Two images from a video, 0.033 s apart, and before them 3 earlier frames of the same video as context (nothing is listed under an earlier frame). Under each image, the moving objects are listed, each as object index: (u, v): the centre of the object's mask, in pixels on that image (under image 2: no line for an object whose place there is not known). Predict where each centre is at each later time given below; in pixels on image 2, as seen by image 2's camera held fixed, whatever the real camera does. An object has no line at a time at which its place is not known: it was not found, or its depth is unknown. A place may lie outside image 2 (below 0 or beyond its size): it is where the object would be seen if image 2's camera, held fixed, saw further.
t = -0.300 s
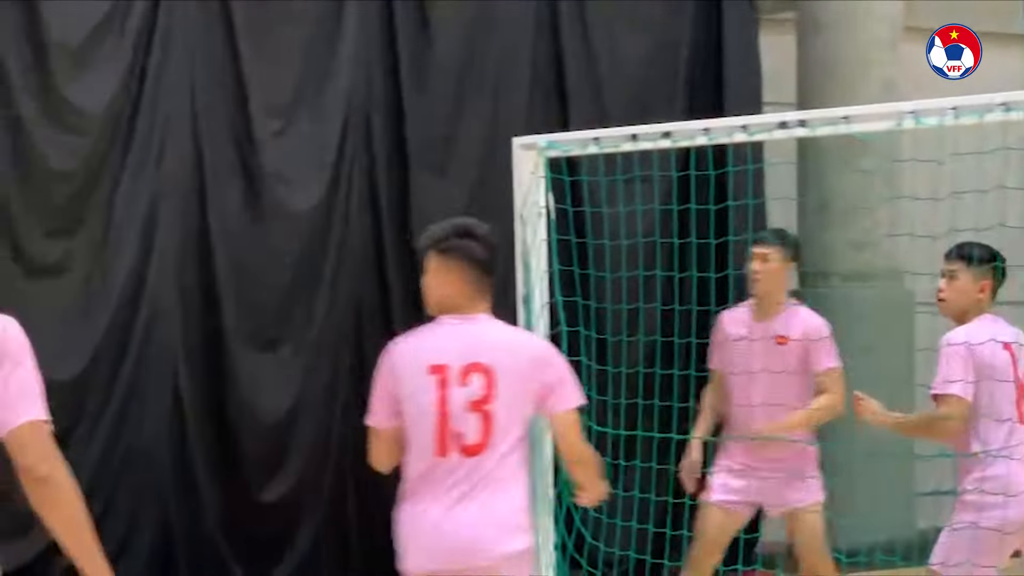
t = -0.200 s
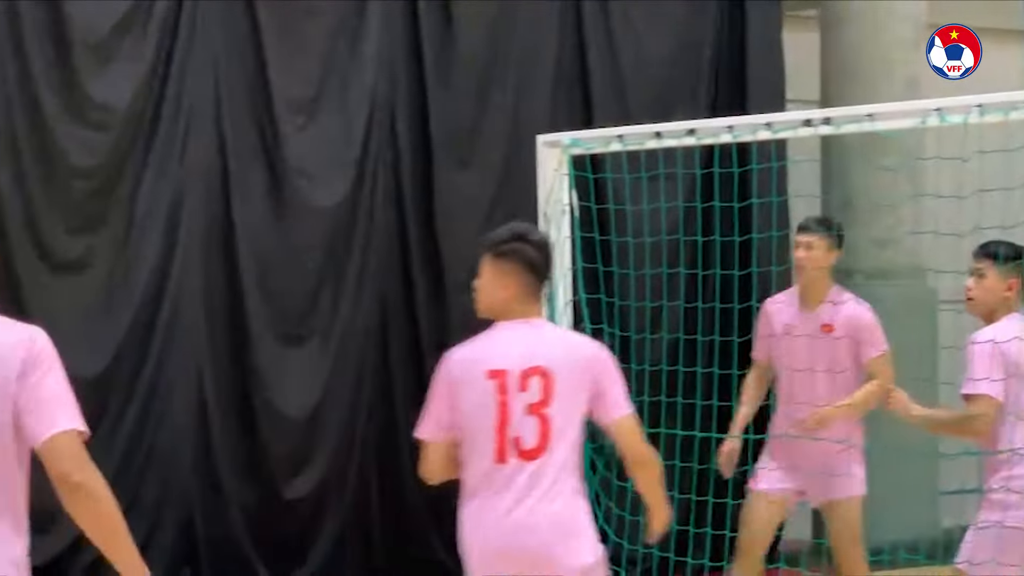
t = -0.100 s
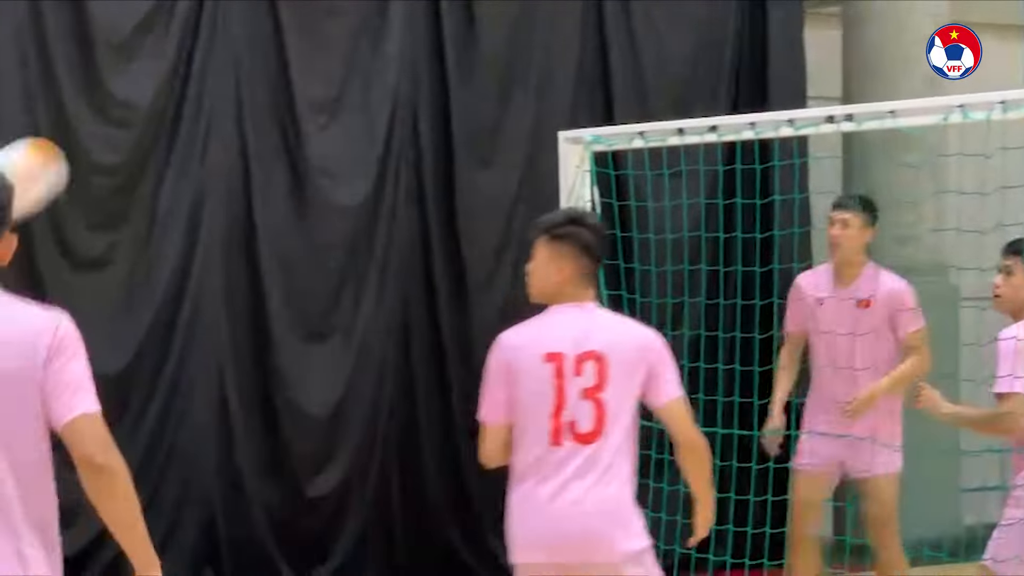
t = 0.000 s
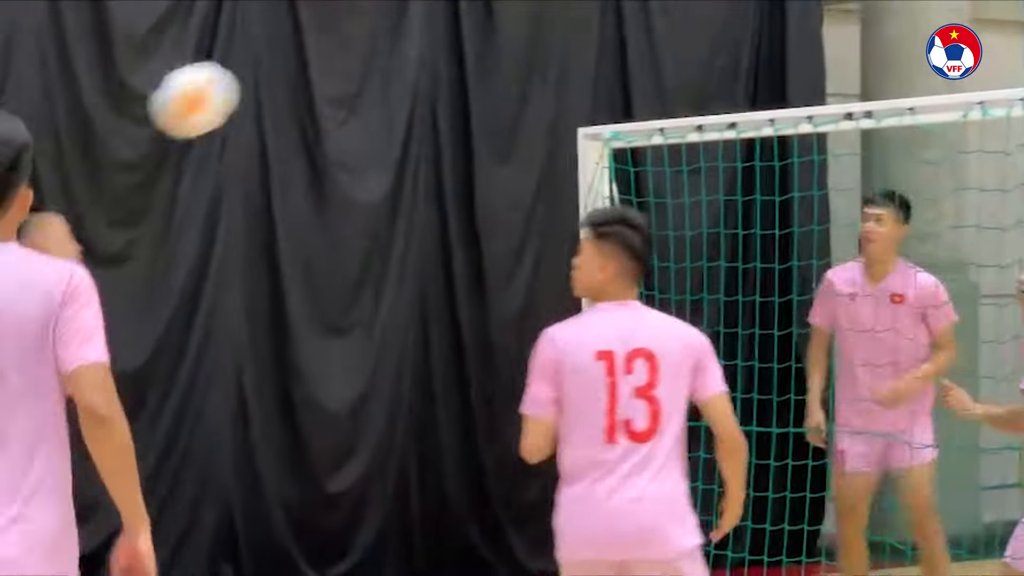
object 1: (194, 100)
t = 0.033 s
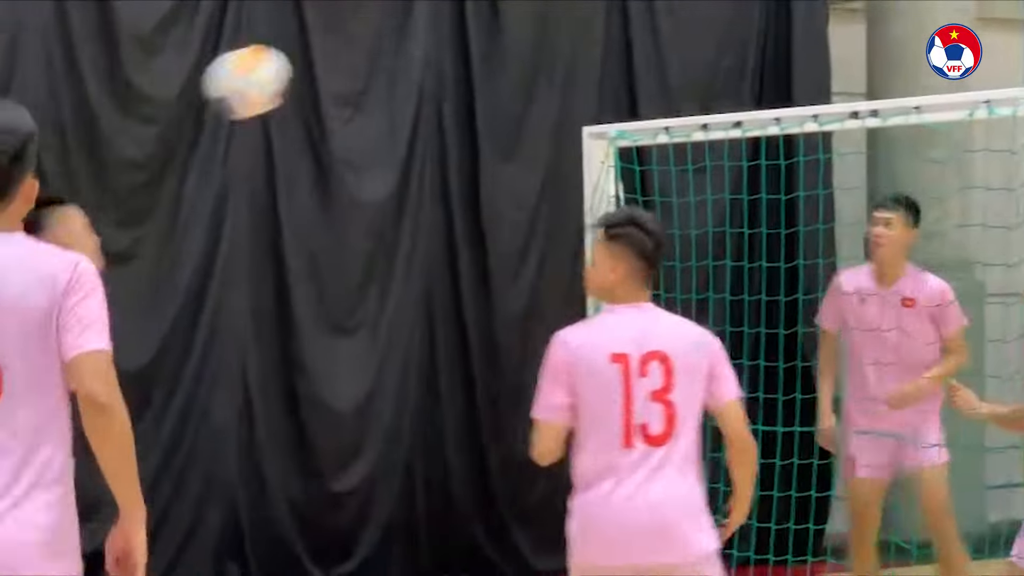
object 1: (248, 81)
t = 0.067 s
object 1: (292, 69)
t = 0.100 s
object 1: (339, 61)
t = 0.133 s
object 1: (382, 55)
